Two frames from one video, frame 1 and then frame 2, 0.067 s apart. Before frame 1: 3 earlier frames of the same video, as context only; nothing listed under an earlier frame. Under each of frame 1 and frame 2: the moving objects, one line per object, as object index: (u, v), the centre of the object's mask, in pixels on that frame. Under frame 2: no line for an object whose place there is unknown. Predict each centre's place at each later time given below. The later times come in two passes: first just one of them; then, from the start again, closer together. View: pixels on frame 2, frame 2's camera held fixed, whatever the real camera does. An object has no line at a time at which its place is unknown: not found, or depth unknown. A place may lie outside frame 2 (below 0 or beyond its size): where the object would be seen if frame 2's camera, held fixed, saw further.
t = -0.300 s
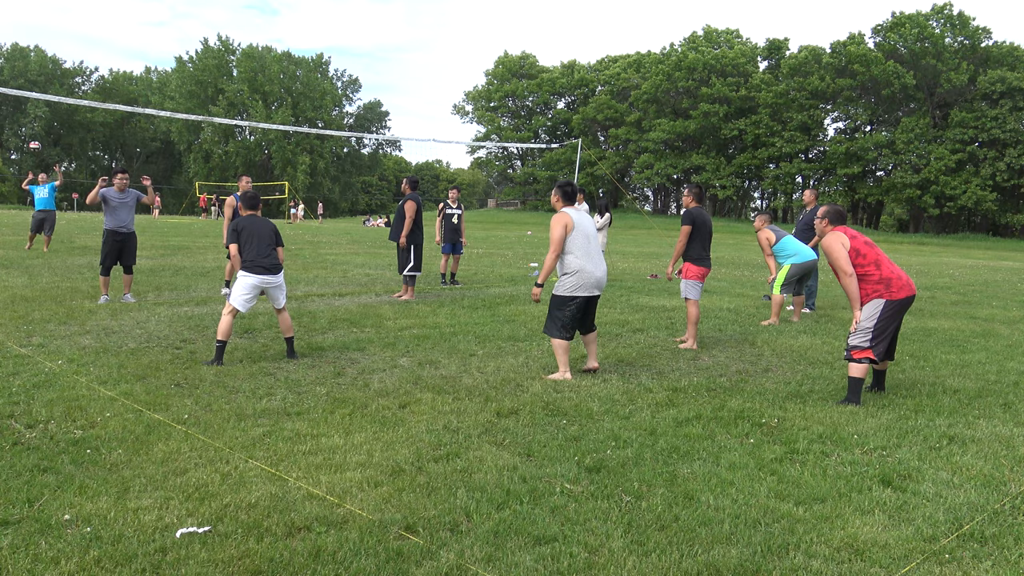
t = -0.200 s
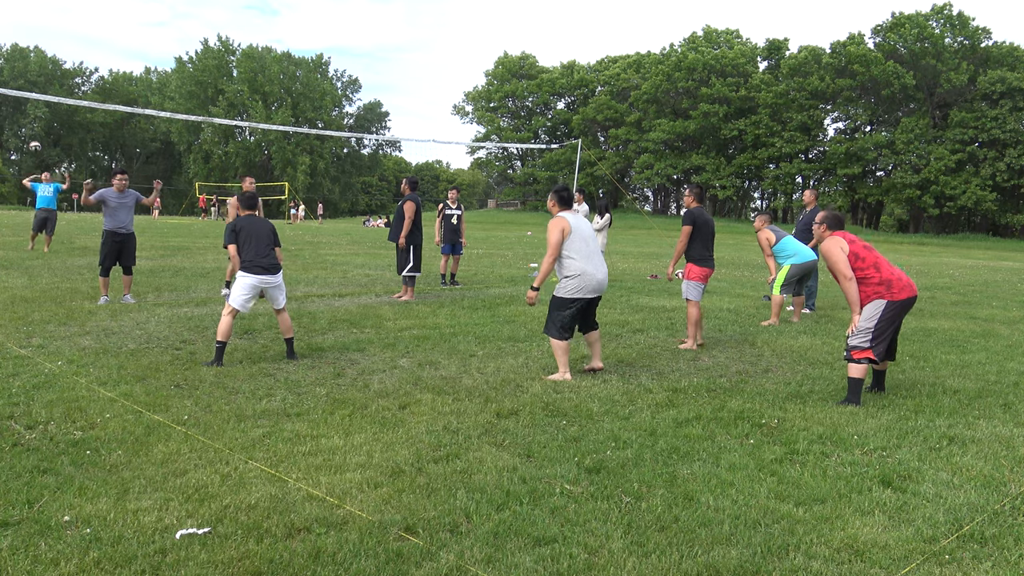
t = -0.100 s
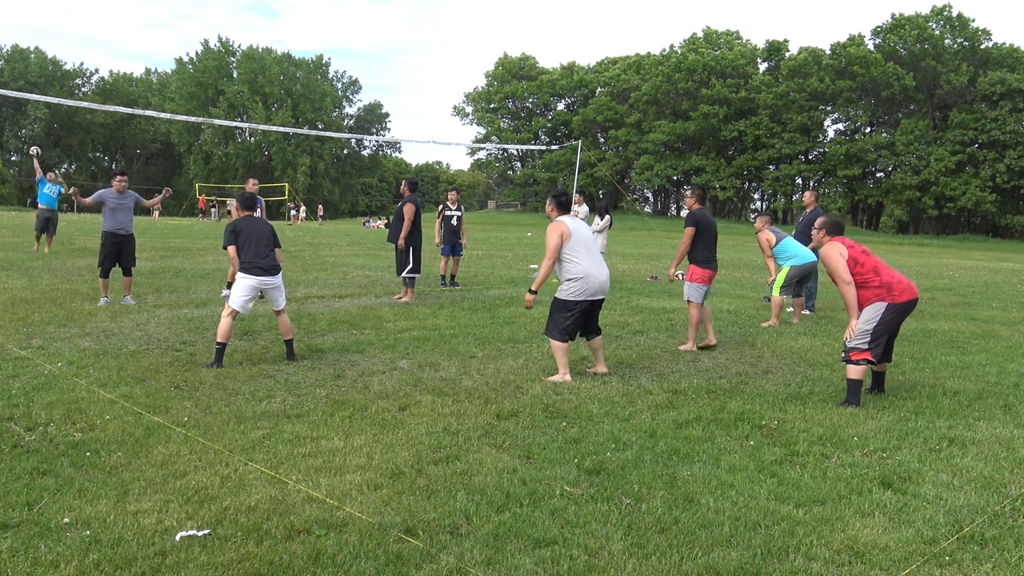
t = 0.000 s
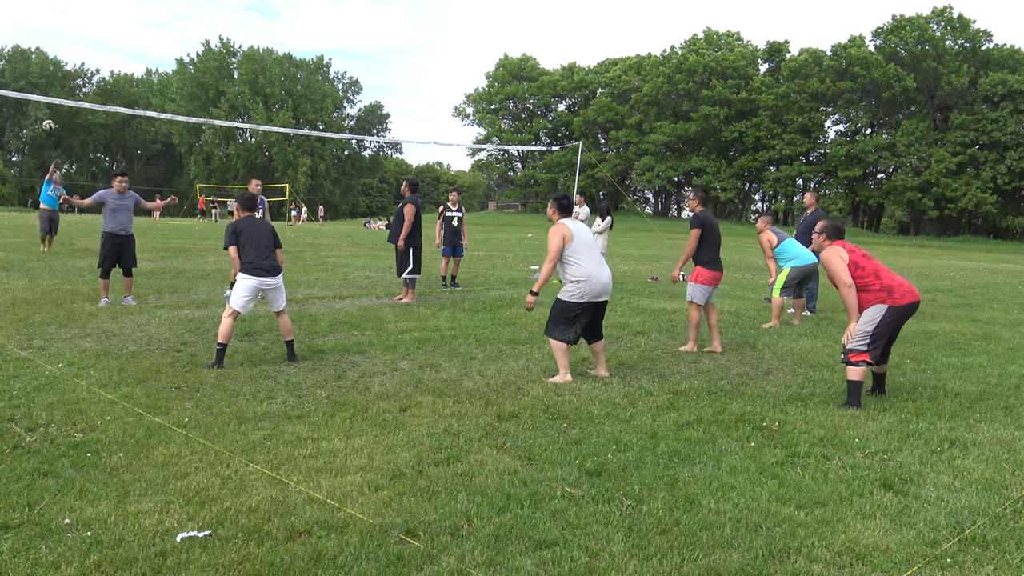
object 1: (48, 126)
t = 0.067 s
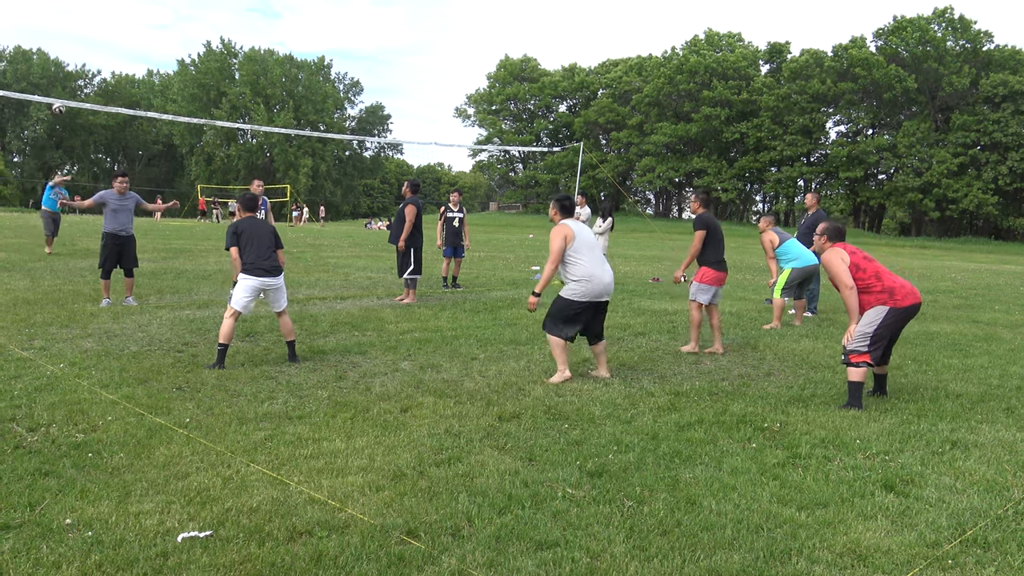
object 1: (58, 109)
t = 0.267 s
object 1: (86, 66)
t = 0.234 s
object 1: (80, 71)
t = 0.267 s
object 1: (86, 66)
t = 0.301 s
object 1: (90, 62)
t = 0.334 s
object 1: (96, 57)
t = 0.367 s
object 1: (101, 53)
